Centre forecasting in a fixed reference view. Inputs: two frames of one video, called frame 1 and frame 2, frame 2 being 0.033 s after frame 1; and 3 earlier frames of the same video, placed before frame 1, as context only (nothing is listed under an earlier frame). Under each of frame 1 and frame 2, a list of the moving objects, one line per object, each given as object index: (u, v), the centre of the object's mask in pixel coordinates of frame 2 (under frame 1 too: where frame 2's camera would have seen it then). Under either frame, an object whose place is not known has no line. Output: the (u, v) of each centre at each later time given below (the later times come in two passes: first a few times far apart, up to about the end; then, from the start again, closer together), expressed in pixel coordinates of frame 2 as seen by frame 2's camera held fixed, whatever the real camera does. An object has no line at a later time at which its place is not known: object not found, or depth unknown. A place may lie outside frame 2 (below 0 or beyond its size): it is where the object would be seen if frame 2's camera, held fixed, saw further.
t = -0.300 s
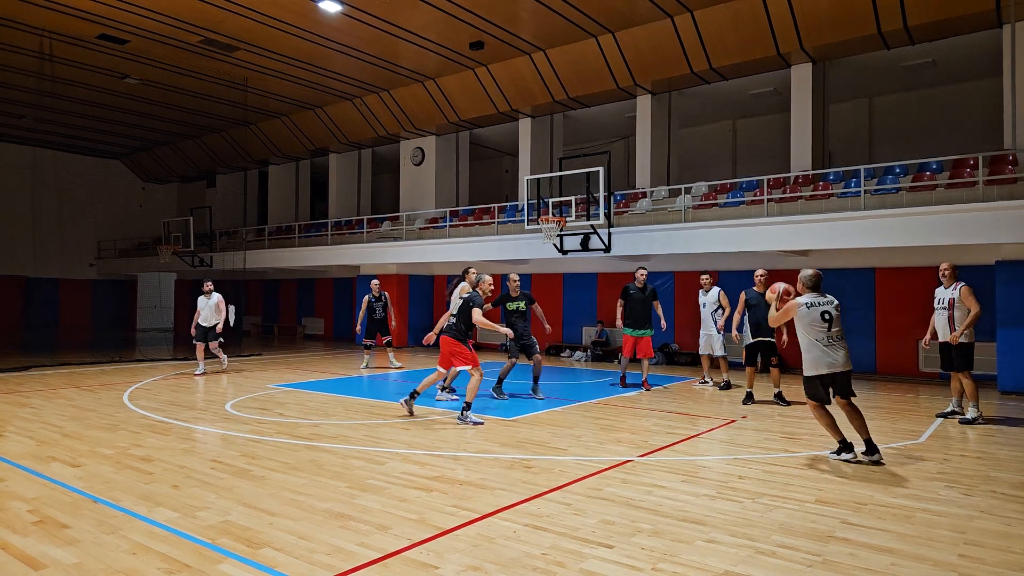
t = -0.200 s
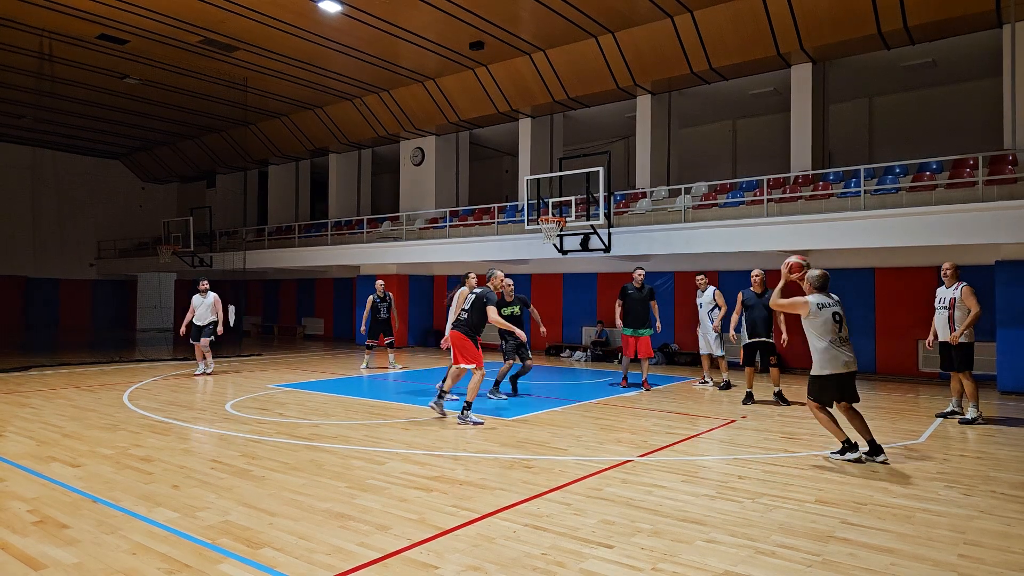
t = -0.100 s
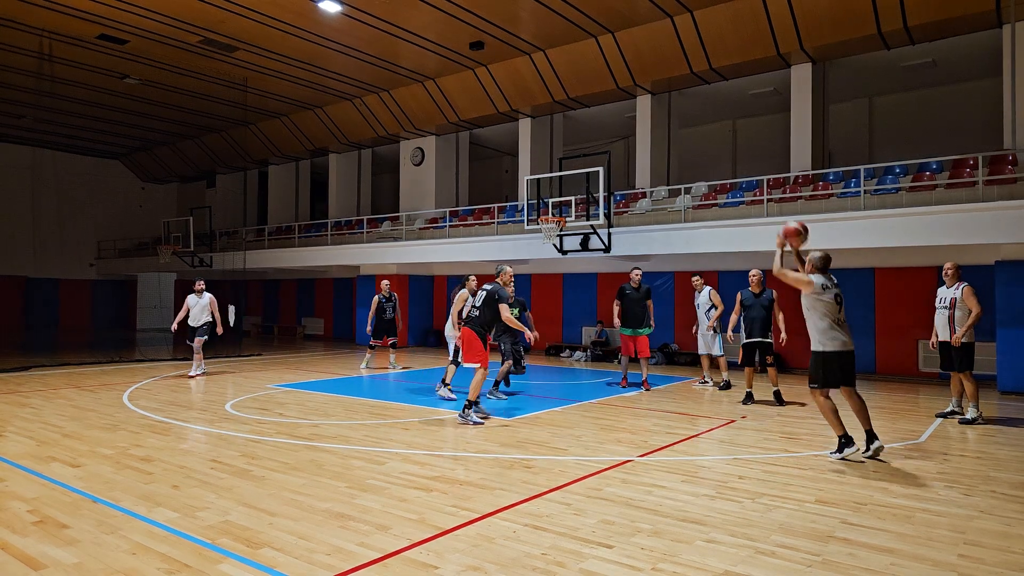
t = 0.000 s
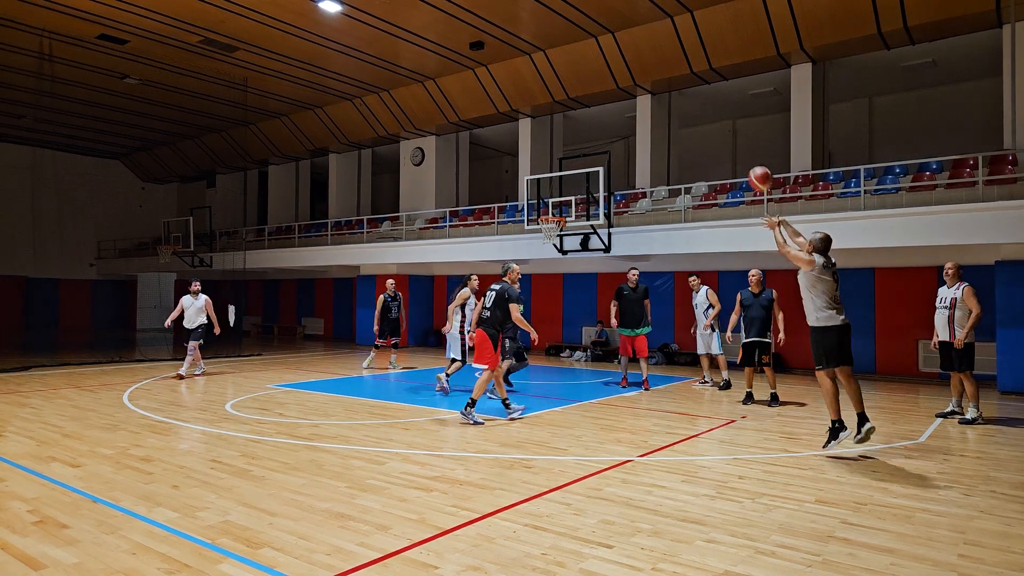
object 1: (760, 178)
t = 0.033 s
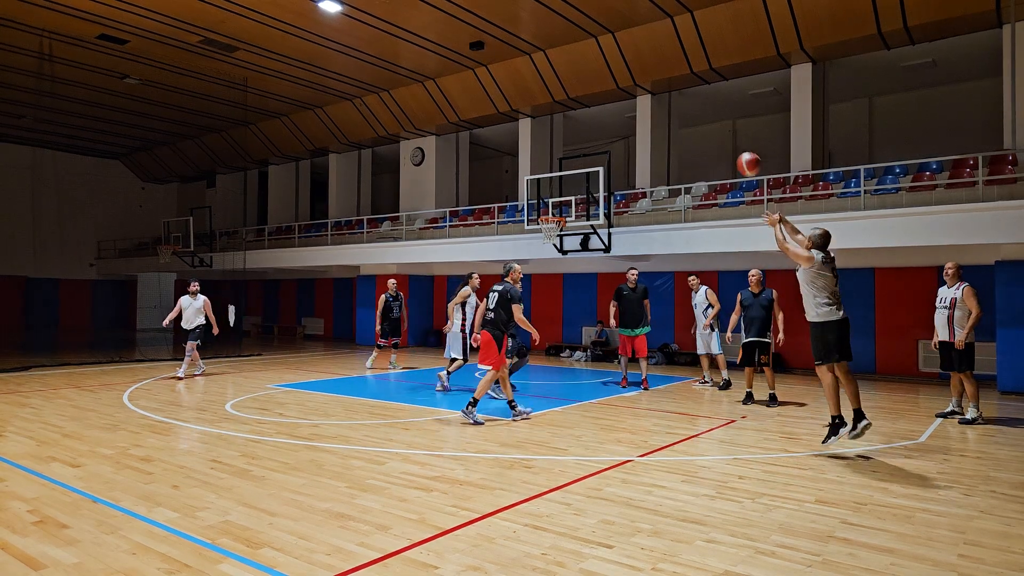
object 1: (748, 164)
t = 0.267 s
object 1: (684, 105)
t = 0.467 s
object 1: (643, 95)
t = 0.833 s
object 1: (589, 141)
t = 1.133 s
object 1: (556, 214)
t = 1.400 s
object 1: (548, 231)
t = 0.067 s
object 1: (738, 151)
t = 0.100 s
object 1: (728, 140)
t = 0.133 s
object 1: (718, 131)
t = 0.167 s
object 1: (709, 122)
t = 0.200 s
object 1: (700, 115)
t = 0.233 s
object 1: (692, 110)
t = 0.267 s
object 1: (684, 105)
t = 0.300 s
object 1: (676, 101)
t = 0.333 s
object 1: (669, 98)
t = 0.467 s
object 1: (643, 95)
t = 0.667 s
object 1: (611, 112)
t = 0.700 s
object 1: (606, 117)
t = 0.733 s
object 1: (602, 122)
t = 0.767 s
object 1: (597, 128)
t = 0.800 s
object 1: (593, 134)
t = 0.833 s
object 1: (589, 141)
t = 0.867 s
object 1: (585, 148)
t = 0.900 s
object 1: (580, 155)
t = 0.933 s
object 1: (577, 163)
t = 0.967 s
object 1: (573, 172)
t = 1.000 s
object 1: (569, 180)
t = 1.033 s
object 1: (565, 189)
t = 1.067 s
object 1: (562, 198)
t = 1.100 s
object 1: (559, 206)
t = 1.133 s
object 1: (556, 214)
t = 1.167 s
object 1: (557, 225)
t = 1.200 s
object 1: (548, 226)
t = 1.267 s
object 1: (548, 230)
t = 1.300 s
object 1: (548, 227)
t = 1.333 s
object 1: (548, 229)
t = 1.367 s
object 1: (548, 230)
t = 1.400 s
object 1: (548, 231)
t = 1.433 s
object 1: (547, 232)
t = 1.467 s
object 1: (547, 234)
